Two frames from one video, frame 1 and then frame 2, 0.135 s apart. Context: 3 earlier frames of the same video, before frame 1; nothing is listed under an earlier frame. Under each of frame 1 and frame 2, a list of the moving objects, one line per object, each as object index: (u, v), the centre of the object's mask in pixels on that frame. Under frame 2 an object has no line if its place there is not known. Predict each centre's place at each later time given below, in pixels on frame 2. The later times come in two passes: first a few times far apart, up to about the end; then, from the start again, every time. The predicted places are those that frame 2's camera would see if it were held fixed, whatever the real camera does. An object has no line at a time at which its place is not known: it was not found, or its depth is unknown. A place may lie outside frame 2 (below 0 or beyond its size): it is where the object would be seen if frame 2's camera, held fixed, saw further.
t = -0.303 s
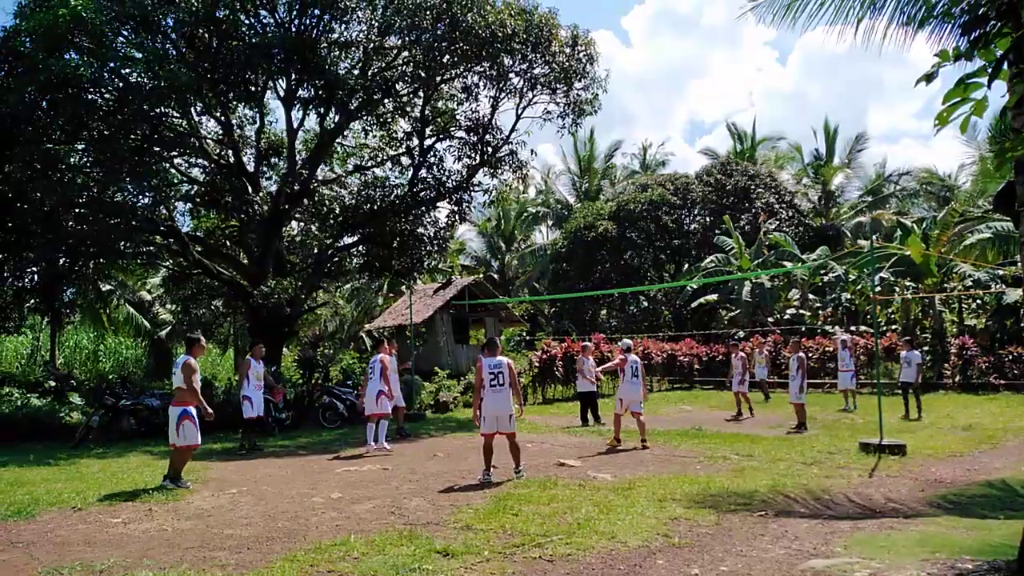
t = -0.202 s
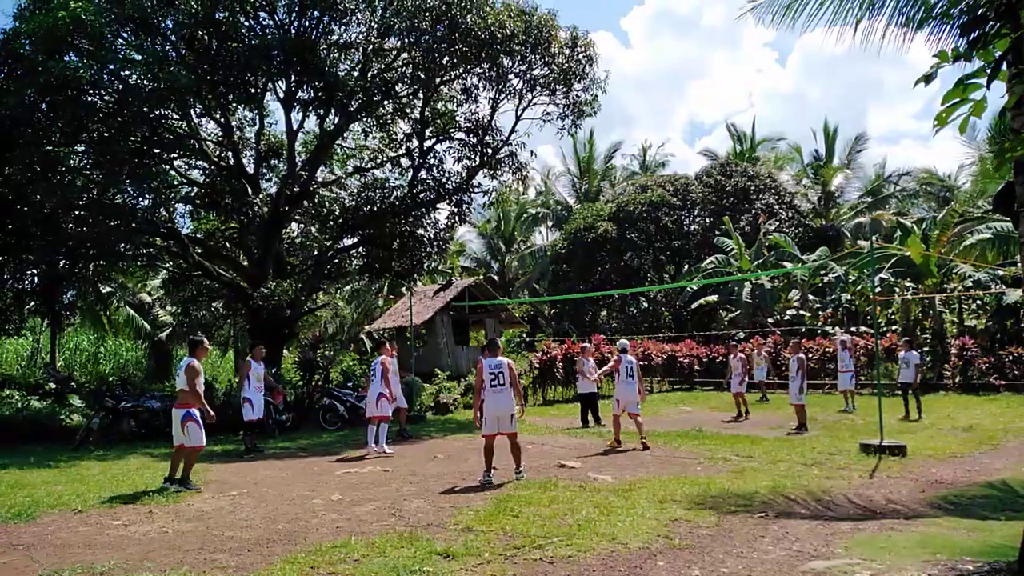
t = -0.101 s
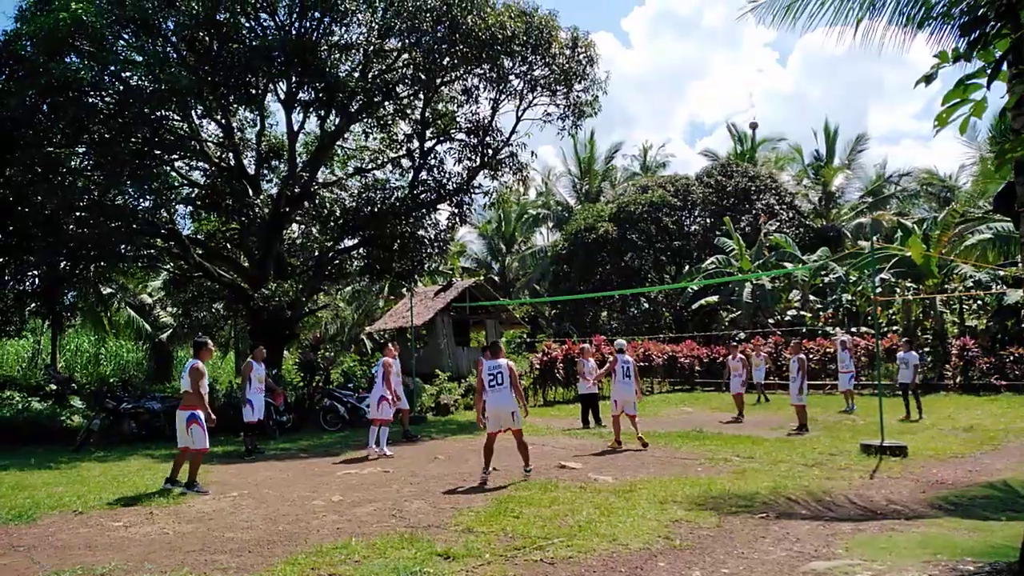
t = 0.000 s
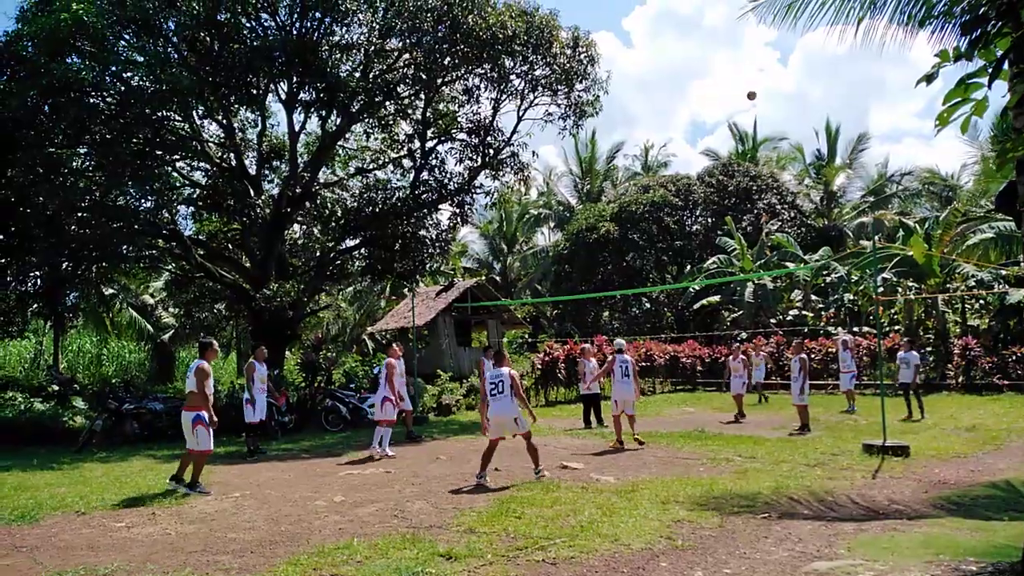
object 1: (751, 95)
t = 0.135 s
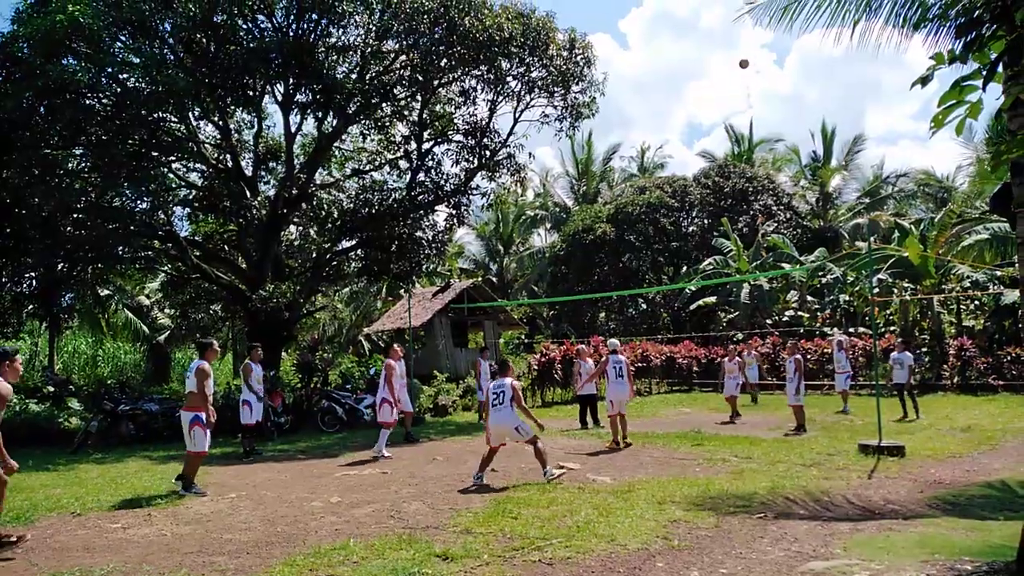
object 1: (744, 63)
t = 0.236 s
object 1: (742, 44)
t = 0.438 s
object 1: (737, 15)
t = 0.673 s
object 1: (732, 4)
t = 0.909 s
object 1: (730, 21)
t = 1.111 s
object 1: (727, 64)
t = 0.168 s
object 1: (743, 56)
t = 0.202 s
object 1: (742, 50)
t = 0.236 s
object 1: (742, 44)
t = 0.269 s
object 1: (740, 38)
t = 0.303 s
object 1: (739, 32)
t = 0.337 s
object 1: (739, 27)
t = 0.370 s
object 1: (738, 23)
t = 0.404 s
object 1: (737, 19)
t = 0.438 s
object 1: (737, 15)
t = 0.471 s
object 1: (735, 12)
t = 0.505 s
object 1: (734, 8)
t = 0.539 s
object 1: (734, 6)
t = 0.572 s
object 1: (733, 6)
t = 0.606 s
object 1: (732, 4)
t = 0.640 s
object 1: (732, 3)
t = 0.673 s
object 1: (732, 4)
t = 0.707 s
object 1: (732, 4)
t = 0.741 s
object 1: (732, 4)
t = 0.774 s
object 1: (731, 8)
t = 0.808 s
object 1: (731, 9)
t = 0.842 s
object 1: (731, 11)
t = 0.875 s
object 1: (731, 16)
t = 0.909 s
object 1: (730, 21)
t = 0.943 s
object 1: (730, 25)
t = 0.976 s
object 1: (729, 31)
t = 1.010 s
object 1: (728, 38)
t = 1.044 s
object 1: (727, 46)
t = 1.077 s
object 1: (727, 54)
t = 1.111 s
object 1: (727, 64)
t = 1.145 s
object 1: (727, 74)
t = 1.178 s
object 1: (727, 85)
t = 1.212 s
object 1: (726, 97)
